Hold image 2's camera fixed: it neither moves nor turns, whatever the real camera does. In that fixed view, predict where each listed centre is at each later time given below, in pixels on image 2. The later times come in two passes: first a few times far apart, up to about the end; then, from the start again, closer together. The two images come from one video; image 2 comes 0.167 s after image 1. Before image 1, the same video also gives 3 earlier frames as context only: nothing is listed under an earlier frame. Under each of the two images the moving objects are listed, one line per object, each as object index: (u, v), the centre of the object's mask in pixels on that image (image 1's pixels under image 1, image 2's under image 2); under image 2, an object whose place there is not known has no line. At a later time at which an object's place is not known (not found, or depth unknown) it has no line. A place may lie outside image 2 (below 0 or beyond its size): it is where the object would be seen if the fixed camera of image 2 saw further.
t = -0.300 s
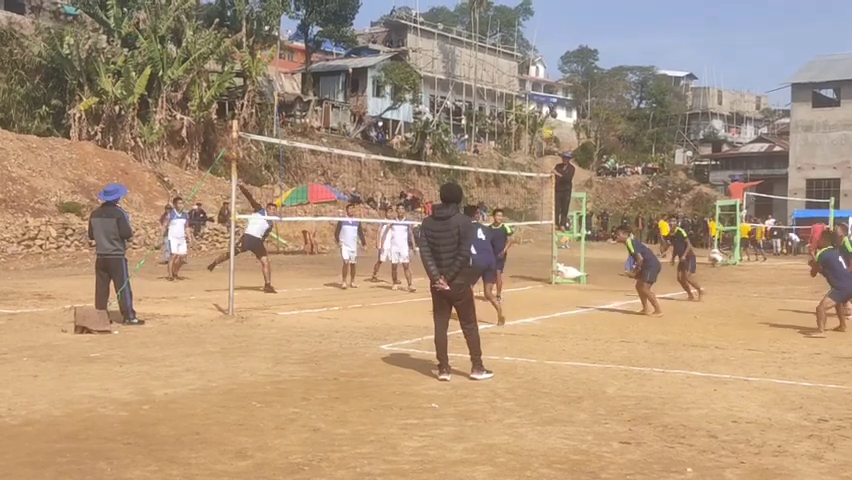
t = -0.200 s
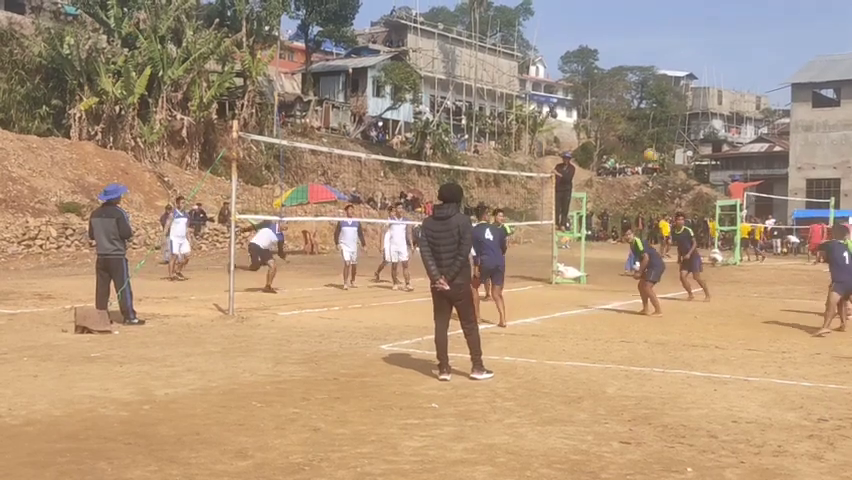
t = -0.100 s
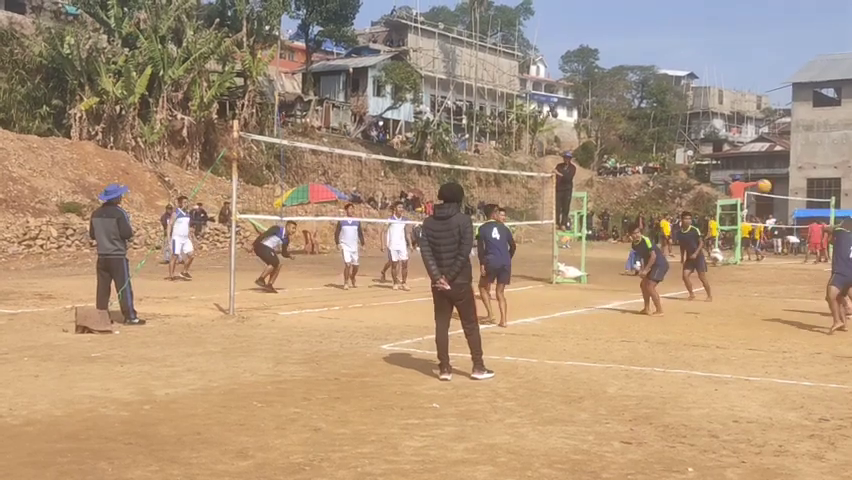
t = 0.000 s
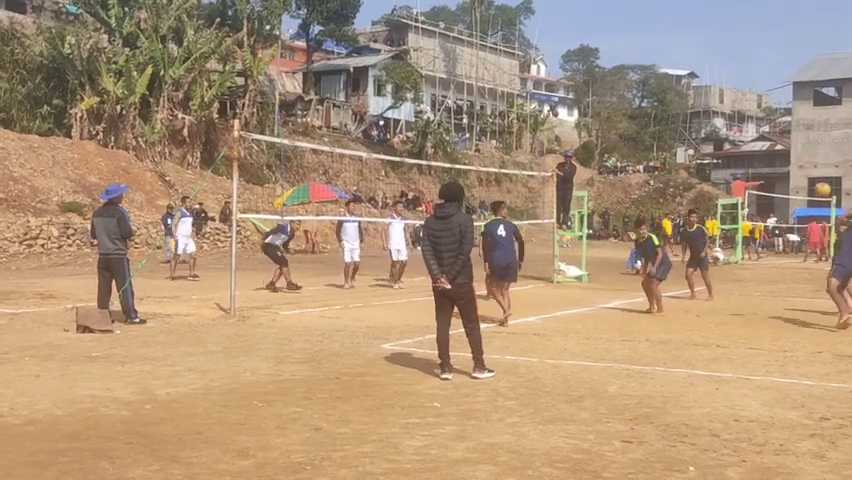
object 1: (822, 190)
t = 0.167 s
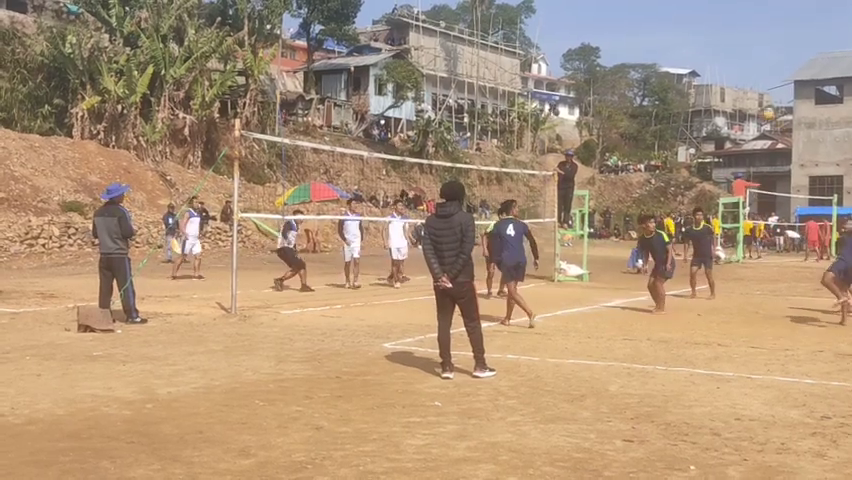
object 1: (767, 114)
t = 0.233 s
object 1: (743, 91)
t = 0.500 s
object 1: (656, 32)
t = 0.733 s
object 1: (583, 23)
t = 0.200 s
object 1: (755, 102)
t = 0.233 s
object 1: (743, 91)
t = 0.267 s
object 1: (732, 81)
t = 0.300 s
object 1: (721, 71)
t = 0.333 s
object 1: (710, 63)
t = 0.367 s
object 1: (699, 55)
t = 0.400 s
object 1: (688, 48)
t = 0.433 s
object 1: (677, 42)
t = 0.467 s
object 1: (666, 37)
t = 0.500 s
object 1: (656, 32)
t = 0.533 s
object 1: (645, 28)
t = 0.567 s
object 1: (635, 26)
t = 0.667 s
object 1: (603, 22)
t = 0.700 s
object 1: (593, 22)
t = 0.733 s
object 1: (583, 23)
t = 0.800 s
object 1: (563, 28)
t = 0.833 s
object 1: (553, 31)
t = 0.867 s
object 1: (543, 35)
